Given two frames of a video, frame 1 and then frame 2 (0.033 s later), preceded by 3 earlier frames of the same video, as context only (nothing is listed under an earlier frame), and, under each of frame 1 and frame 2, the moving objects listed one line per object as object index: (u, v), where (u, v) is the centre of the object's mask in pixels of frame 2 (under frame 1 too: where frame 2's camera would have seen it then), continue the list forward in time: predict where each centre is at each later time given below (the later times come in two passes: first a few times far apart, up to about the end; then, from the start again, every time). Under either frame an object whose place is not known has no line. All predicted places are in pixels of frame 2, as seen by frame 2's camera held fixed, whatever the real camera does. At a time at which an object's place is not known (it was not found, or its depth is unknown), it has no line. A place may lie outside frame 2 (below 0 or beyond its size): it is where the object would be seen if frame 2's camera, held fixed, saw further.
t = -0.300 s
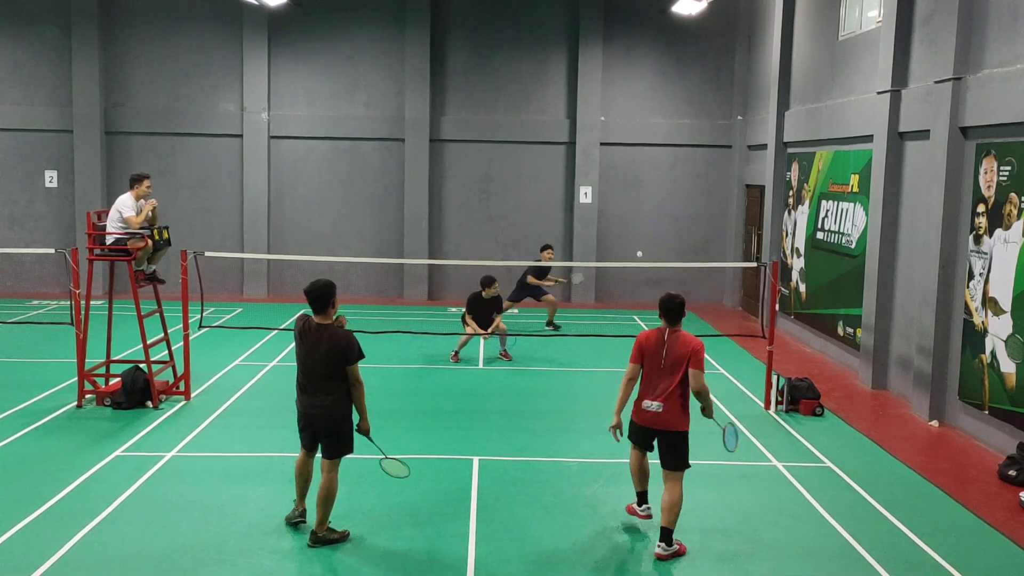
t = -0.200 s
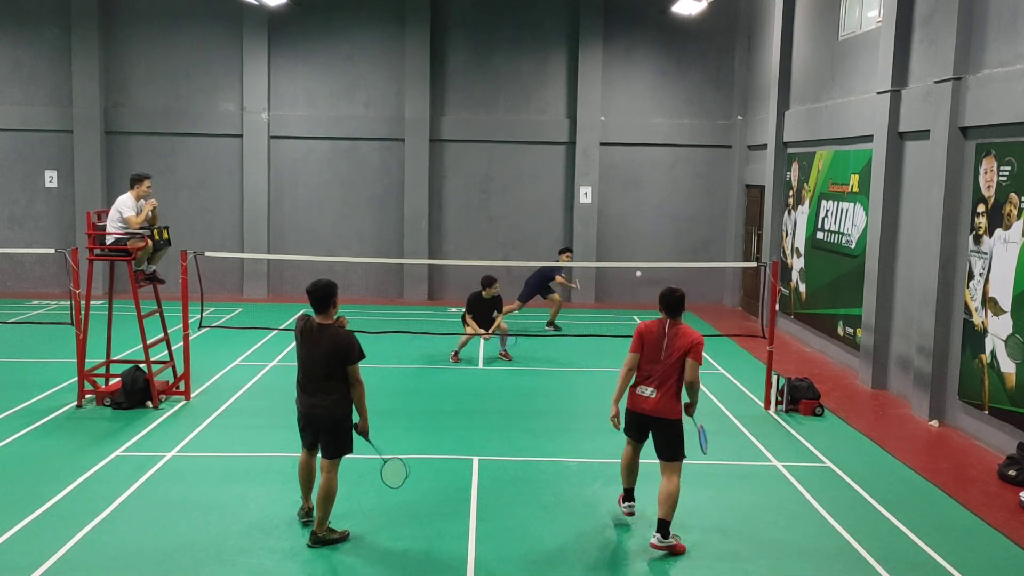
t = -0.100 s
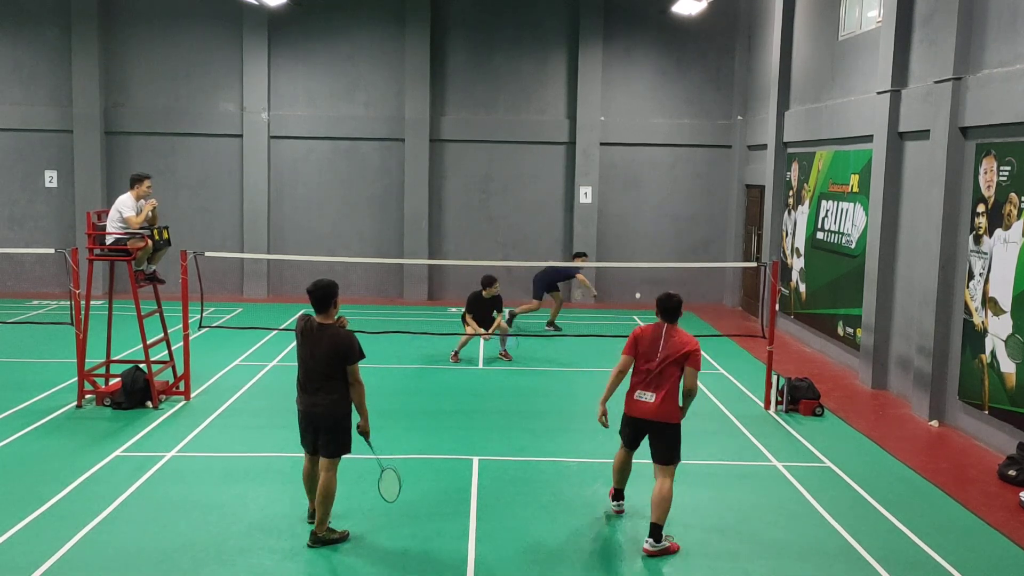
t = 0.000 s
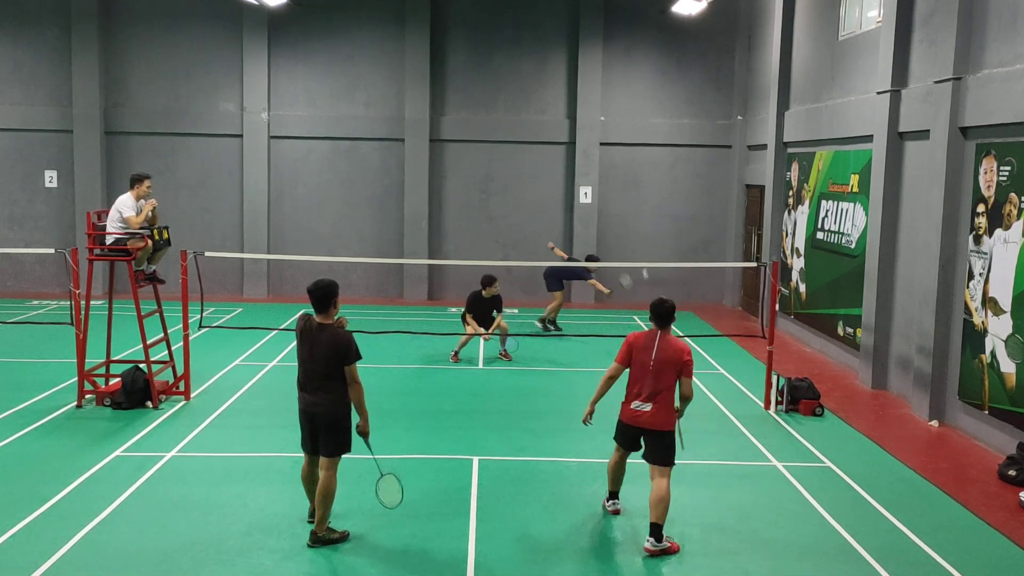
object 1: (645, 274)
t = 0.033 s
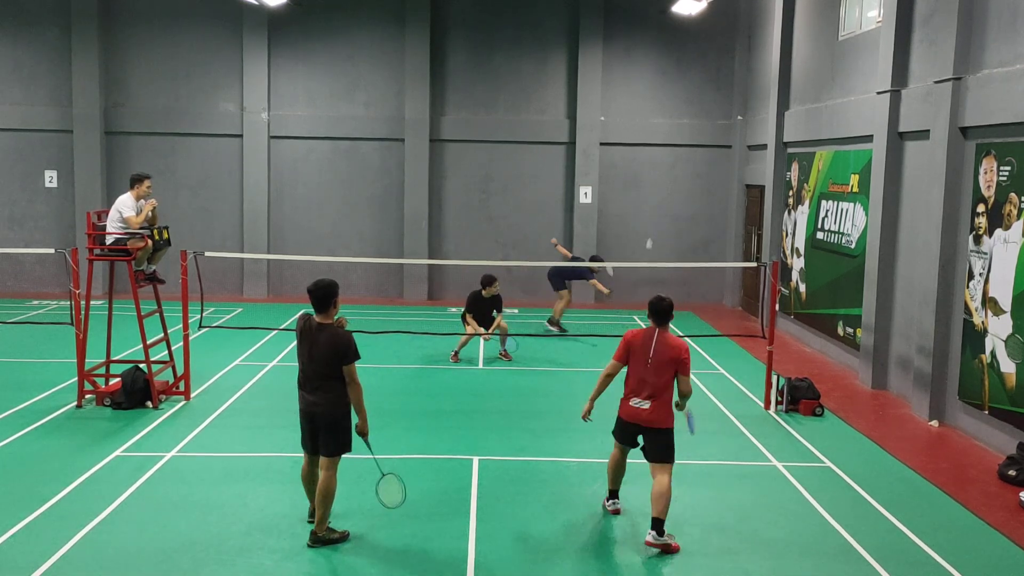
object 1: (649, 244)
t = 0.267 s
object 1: (671, 108)
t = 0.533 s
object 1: (691, 38)
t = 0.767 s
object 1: (705, 42)
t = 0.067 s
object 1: (653, 219)
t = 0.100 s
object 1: (656, 196)
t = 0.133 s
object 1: (659, 175)
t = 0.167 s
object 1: (663, 155)
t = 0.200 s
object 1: (665, 138)
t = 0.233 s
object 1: (668, 123)
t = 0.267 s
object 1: (671, 108)
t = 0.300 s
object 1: (674, 95)
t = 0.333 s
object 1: (676, 83)
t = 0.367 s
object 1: (679, 72)
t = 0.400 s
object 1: (681, 63)
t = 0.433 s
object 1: (683, 55)
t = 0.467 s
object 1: (686, 48)
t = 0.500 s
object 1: (688, 43)
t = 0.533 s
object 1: (691, 38)
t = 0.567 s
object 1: (693, 35)
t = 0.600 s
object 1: (695, 33)
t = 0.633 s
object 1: (697, 32)
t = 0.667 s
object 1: (699, 33)
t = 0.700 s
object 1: (701, 34)
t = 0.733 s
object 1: (703, 37)
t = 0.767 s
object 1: (705, 42)
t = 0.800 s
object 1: (707, 48)
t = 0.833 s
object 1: (708, 56)
